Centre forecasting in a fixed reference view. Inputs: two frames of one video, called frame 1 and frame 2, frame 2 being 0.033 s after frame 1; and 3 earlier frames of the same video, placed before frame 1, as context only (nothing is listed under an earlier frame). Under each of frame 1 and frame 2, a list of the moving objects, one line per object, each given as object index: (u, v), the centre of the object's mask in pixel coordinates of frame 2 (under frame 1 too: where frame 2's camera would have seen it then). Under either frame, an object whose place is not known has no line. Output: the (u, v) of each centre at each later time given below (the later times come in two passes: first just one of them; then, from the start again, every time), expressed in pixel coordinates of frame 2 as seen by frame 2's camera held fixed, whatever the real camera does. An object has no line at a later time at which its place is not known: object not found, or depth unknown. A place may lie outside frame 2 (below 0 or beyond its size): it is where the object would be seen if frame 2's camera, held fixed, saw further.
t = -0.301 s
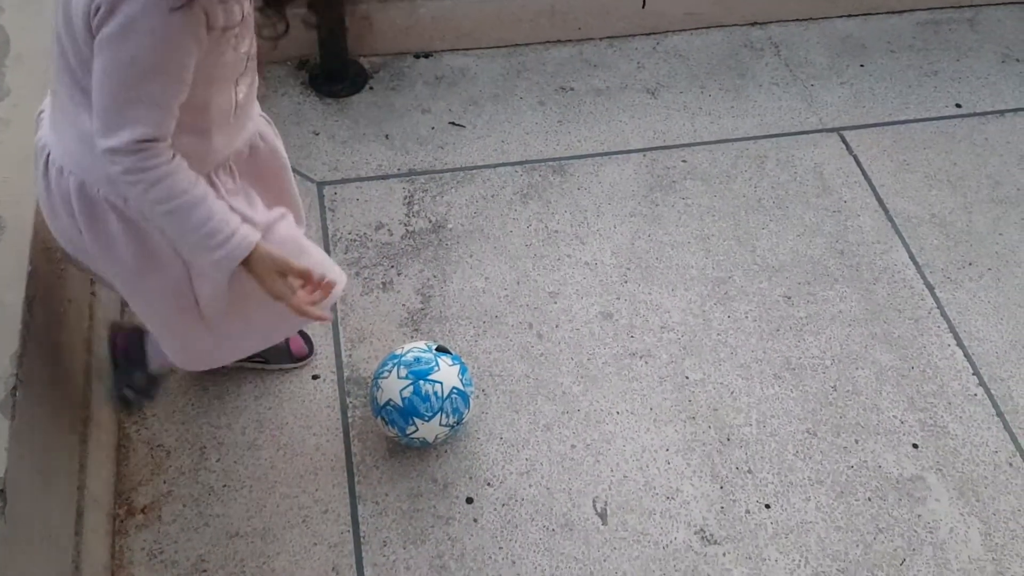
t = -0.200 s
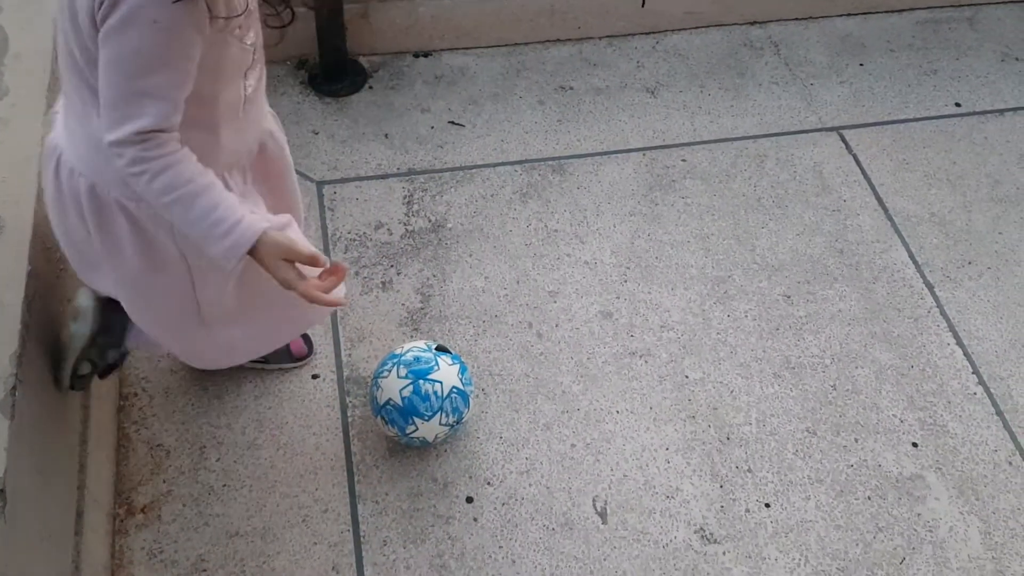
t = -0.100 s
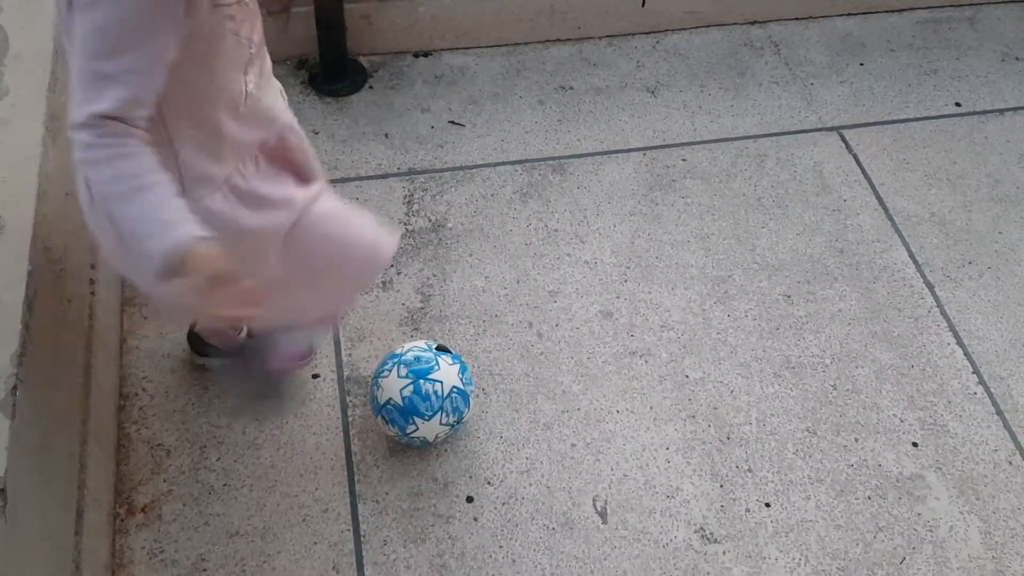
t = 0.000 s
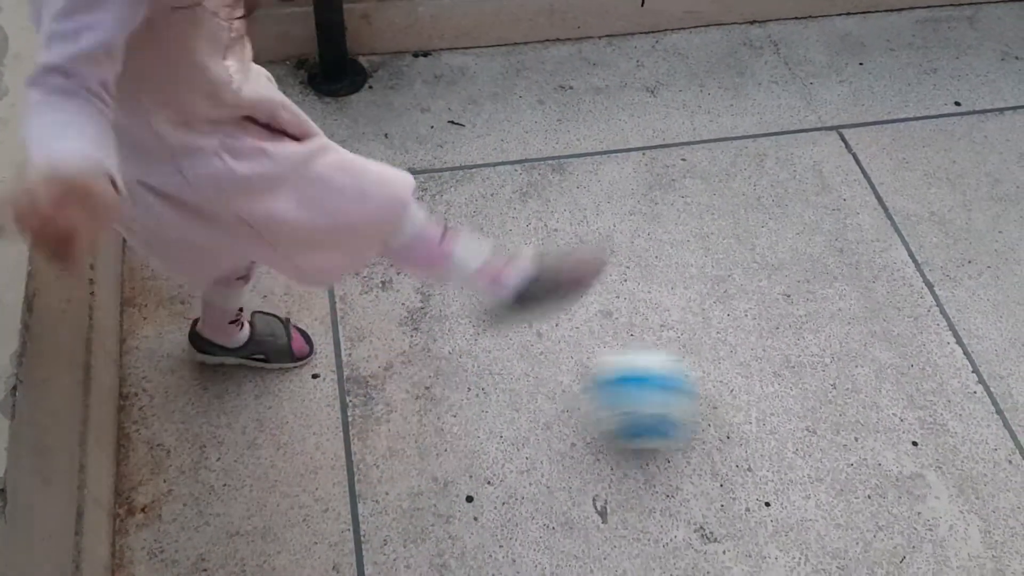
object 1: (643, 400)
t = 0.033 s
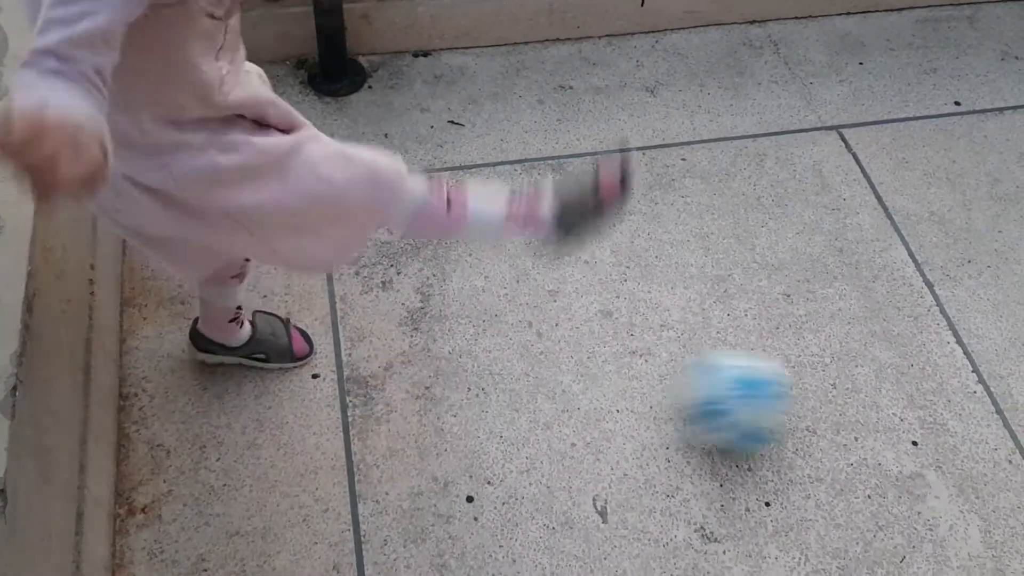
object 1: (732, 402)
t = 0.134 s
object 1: (974, 407)
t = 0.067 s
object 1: (820, 405)
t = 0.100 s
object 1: (899, 407)
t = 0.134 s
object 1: (974, 407)
